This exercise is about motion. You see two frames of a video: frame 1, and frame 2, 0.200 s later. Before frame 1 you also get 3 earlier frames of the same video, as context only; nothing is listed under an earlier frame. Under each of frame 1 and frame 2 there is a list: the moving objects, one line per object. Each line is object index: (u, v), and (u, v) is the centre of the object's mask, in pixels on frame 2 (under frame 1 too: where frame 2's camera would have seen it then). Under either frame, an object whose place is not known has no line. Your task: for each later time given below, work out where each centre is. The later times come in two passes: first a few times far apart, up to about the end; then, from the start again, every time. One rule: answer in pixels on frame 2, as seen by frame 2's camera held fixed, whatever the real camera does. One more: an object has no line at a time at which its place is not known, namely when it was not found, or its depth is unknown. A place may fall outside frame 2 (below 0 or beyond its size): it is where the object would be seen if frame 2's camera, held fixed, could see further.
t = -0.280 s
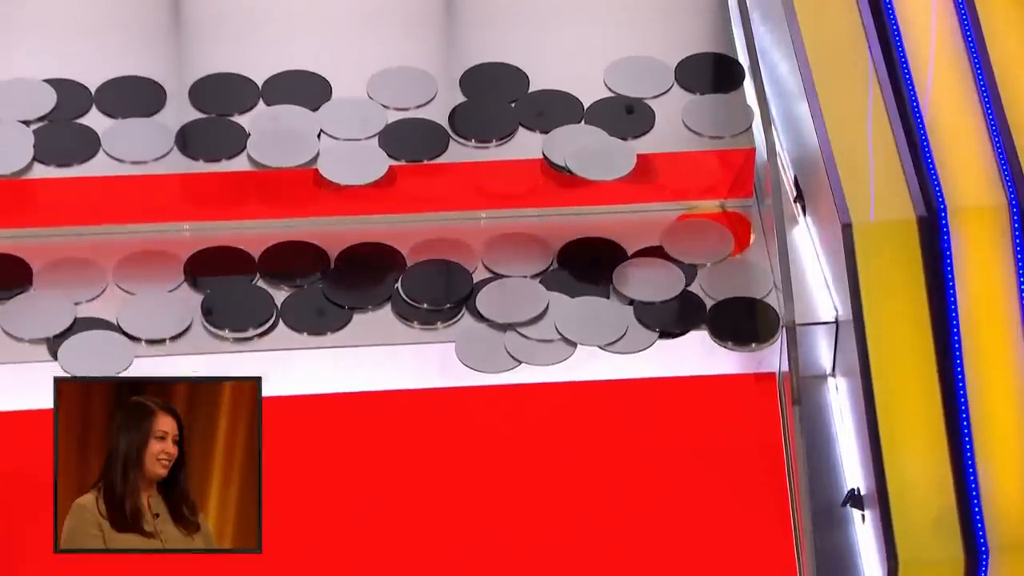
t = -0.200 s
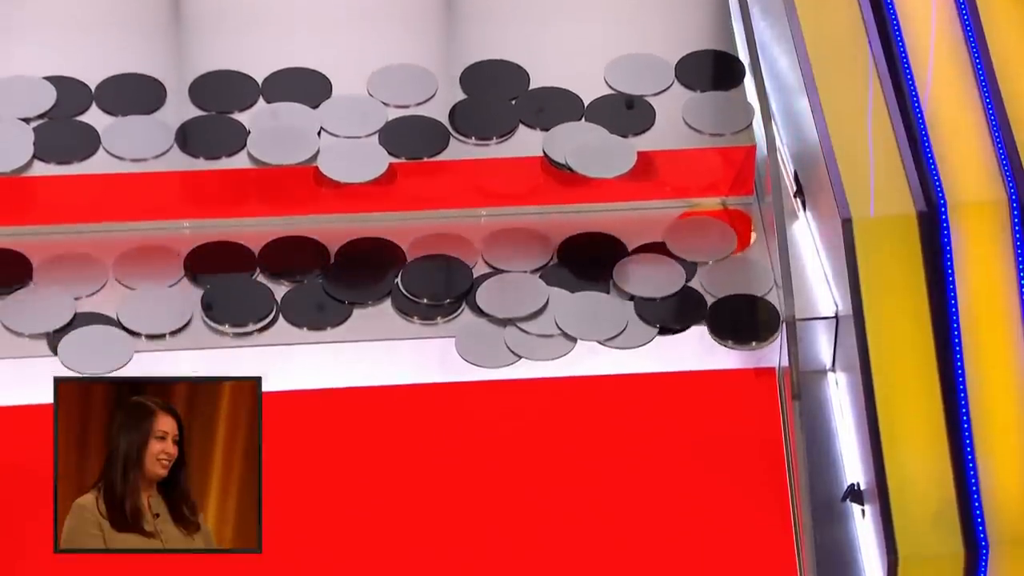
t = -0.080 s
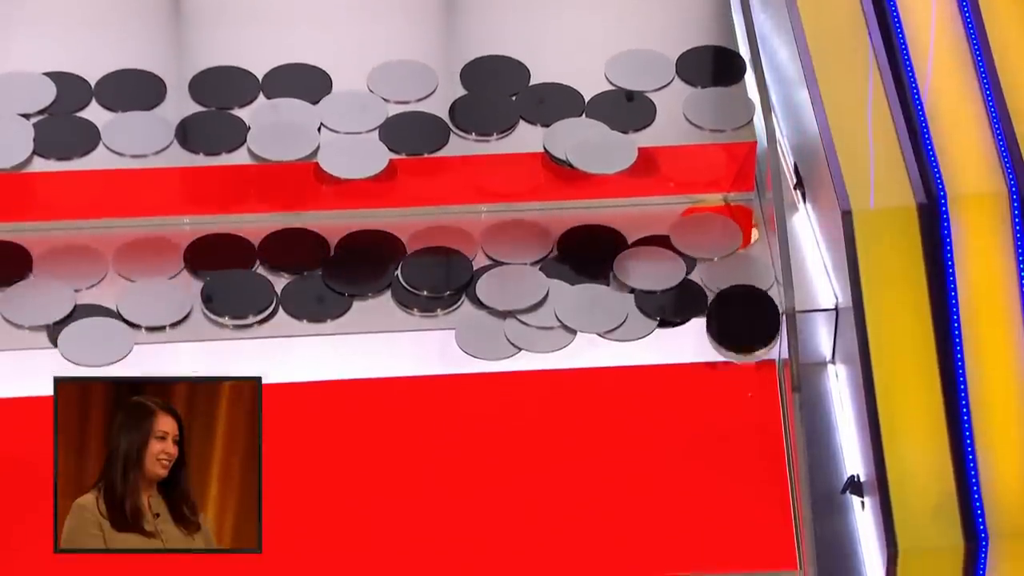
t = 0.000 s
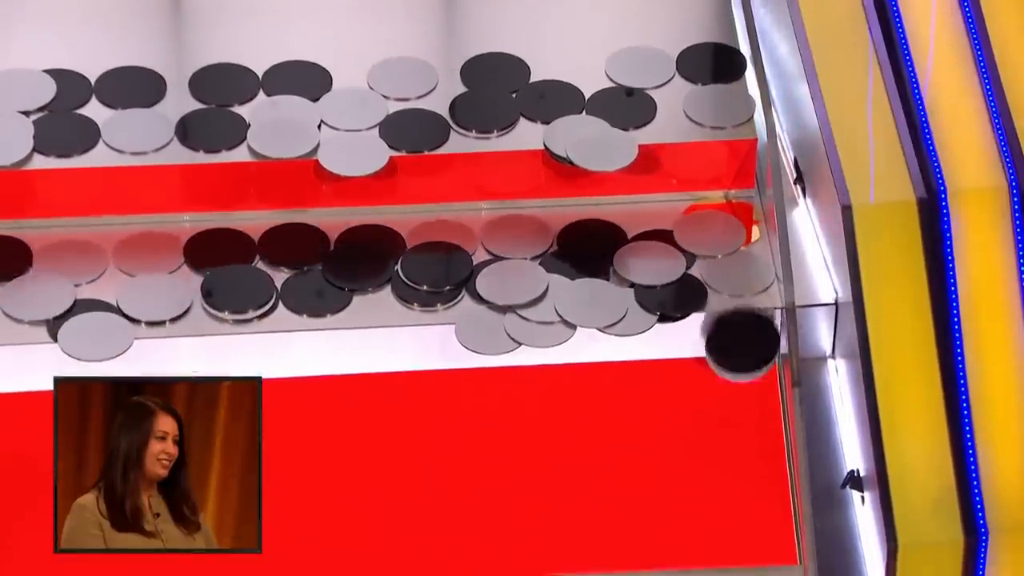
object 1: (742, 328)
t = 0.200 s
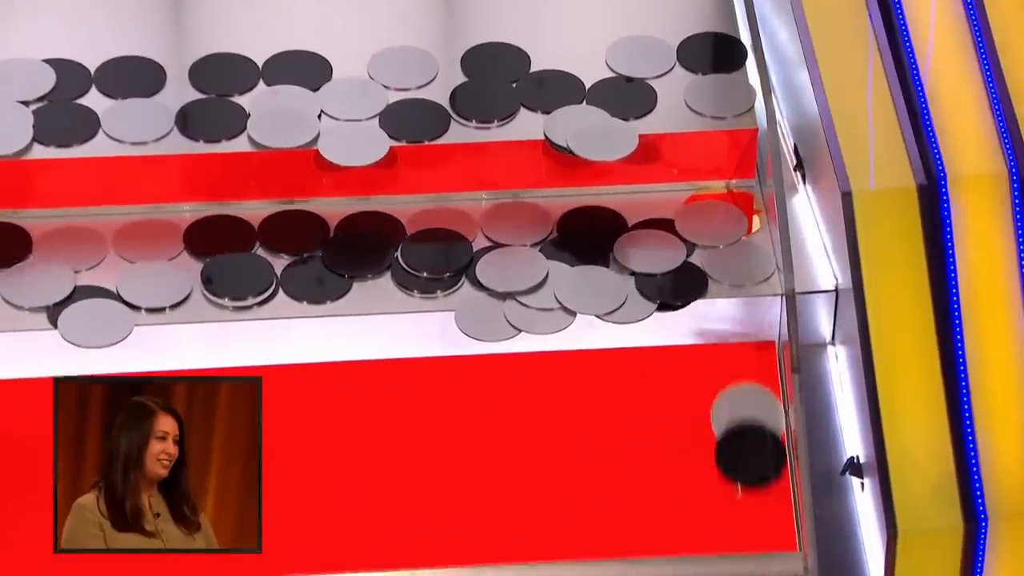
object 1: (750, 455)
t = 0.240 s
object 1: (754, 488)
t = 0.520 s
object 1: (760, 520)
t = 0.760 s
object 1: (762, 530)
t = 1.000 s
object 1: (762, 531)
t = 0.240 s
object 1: (754, 488)
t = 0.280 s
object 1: (757, 523)
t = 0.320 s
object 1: (758, 528)
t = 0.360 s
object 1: (759, 521)
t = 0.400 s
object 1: (759, 518)
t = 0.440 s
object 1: (759, 517)
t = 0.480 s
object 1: (759, 517)
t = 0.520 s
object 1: (760, 520)
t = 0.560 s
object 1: (760, 524)
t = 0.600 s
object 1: (761, 528)
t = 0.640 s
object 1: (761, 530)
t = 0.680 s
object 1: (762, 530)
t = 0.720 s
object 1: (762, 530)
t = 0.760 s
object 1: (762, 530)
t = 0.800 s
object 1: (762, 530)
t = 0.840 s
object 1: (762, 530)
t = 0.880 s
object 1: (762, 531)
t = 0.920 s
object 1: (762, 531)
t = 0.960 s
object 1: (762, 531)
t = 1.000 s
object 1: (762, 531)
